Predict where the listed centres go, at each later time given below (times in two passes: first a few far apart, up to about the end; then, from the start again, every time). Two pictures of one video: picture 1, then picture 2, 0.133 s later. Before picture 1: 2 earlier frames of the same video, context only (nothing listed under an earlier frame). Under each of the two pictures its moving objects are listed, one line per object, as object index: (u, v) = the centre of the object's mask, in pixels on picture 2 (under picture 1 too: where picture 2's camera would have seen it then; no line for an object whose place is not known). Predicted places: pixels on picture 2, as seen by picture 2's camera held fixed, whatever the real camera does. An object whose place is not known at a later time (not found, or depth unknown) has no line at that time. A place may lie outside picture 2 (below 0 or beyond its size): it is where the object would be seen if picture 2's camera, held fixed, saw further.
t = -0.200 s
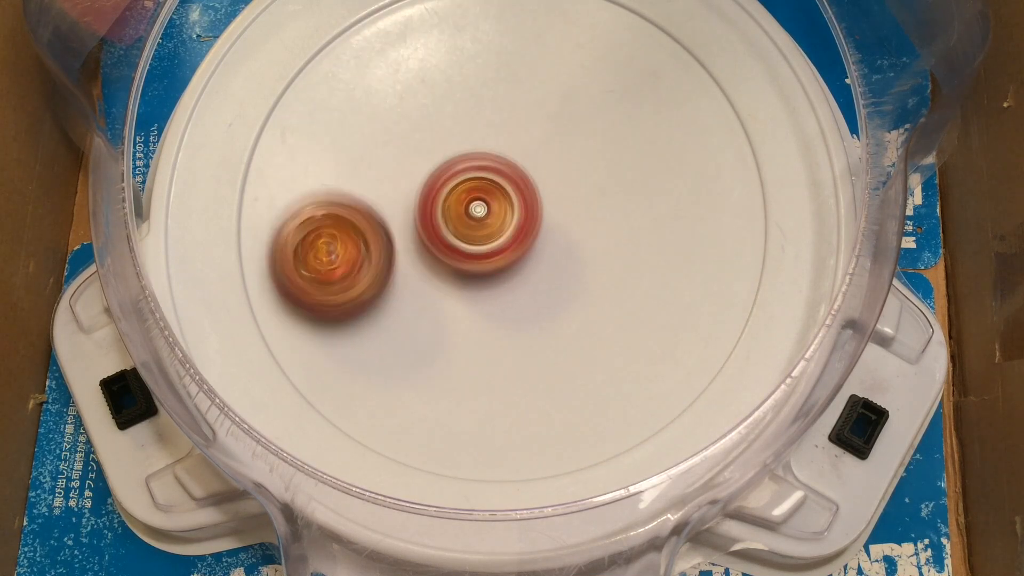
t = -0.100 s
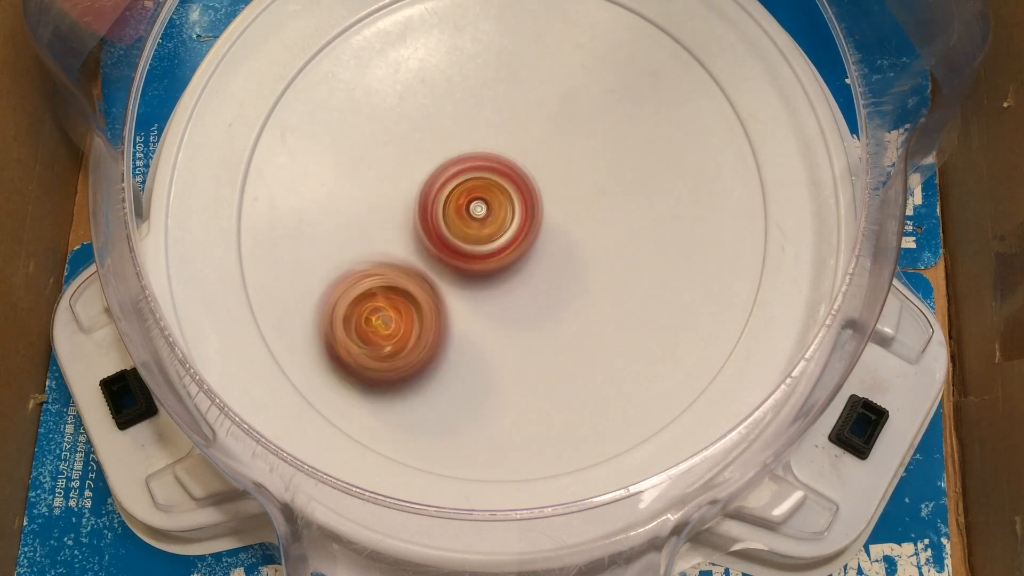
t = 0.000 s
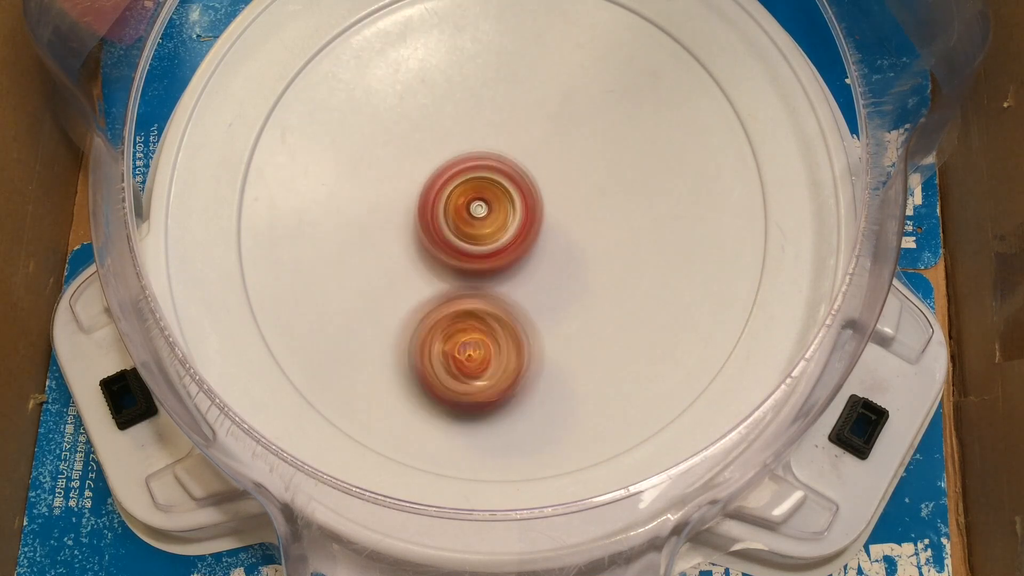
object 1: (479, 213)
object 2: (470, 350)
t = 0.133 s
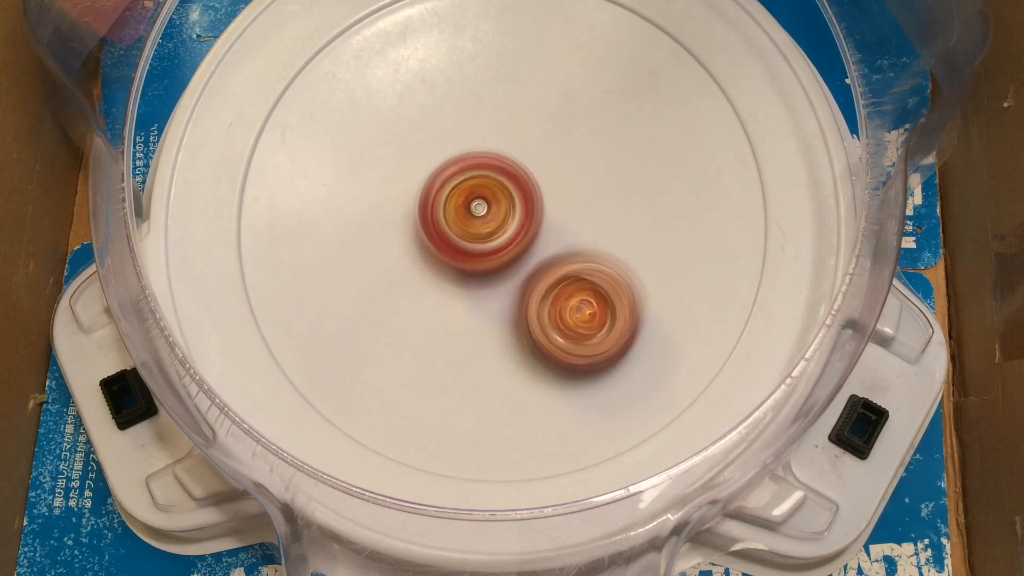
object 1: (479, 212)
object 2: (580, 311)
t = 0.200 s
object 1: (480, 211)
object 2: (616, 270)
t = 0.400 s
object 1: (478, 211)
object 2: (618, 129)
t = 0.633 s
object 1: (478, 209)
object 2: (467, 68)
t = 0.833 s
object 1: (493, 229)
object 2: (338, 155)
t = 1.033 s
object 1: (496, 241)
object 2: (341, 285)
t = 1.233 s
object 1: (599, 216)
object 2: (359, 355)
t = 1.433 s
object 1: (625, 204)
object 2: (394, 354)
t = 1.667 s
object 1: (579, 207)
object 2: (453, 237)
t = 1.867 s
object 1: (570, 204)
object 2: (437, 139)
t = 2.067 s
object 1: (544, 195)
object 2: (433, 83)
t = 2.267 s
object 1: (532, 205)
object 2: (441, 81)
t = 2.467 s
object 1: (532, 233)
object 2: (454, 116)
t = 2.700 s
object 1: (540, 338)
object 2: (520, 100)
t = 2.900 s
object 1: (545, 344)
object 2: (550, 104)
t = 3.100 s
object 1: (530, 293)
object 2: (547, 162)
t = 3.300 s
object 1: (378, 279)
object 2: (602, 153)
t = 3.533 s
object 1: (351, 249)
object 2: (599, 170)
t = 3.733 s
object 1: (418, 216)
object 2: (541, 209)
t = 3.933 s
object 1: (445, 161)
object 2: (542, 250)
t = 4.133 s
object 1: (475, 163)
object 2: (513, 283)
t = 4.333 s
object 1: (486, 159)
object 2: (481, 289)
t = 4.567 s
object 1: (494, 159)
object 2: (429, 265)
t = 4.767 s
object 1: (505, 168)
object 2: (413, 246)
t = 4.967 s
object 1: (516, 161)
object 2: (445, 244)
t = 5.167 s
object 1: (515, 164)
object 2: (452, 247)
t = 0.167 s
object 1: (480, 212)
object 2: (599, 292)
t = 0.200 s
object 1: (480, 211)
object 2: (616, 270)
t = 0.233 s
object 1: (479, 211)
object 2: (628, 245)
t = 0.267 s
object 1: (479, 211)
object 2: (634, 220)
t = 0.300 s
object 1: (478, 210)
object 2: (636, 197)
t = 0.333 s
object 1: (478, 210)
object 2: (635, 174)
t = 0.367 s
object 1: (478, 211)
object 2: (629, 150)
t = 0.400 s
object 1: (478, 211)
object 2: (618, 129)
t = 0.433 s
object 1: (478, 211)
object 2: (604, 110)
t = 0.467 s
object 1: (478, 211)
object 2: (586, 92)
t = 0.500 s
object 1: (478, 211)
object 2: (565, 78)
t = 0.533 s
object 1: (478, 210)
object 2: (543, 69)
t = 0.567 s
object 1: (479, 209)
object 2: (520, 64)
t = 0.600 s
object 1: (479, 209)
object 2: (493, 63)
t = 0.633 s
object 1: (478, 209)
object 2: (467, 68)
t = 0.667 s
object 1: (478, 209)
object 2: (440, 78)
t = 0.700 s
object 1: (478, 209)
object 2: (418, 91)
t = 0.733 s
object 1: (478, 210)
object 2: (396, 109)
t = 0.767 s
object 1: (480, 213)
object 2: (378, 129)
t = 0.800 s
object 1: (487, 222)
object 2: (357, 141)
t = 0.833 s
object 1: (493, 229)
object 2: (338, 155)
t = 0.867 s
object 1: (497, 234)
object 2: (323, 175)
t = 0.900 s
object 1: (498, 238)
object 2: (315, 196)
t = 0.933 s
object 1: (498, 239)
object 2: (312, 219)
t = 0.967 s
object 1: (497, 240)
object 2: (315, 244)
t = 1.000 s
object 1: (496, 241)
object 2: (326, 267)
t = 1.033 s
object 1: (496, 241)
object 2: (341, 285)
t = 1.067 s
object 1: (496, 240)
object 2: (359, 303)
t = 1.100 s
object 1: (496, 239)
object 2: (385, 319)
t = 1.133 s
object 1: (509, 236)
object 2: (388, 330)
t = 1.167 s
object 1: (544, 227)
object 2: (373, 344)
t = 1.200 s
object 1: (572, 223)
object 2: (361, 353)
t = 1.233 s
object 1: (599, 216)
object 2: (359, 355)
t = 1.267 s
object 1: (618, 208)
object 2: (359, 358)
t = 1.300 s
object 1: (628, 206)
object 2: (362, 362)
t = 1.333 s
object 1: (633, 206)
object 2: (367, 362)
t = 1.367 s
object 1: (634, 205)
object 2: (373, 363)
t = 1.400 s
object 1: (630, 203)
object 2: (385, 360)
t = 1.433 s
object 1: (625, 204)
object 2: (394, 354)
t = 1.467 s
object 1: (620, 204)
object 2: (406, 343)
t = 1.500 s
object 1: (615, 203)
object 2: (416, 327)
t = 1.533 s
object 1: (607, 204)
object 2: (428, 311)
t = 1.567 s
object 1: (600, 206)
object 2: (437, 292)
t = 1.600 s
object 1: (594, 205)
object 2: (443, 275)
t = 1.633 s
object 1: (586, 206)
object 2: (450, 255)
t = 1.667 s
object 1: (579, 207)
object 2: (453, 237)
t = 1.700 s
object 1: (581, 206)
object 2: (449, 218)
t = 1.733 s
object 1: (581, 205)
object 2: (443, 199)
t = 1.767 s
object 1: (578, 206)
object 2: (442, 182)
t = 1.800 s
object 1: (577, 206)
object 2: (439, 165)
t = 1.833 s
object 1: (574, 204)
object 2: (439, 152)
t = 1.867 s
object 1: (570, 204)
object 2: (437, 139)
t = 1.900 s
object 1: (568, 204)
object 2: (436, 129)
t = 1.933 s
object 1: (565, 202)
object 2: (436, 117)
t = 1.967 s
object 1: (559, 201)
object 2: (432, 108)
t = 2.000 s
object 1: (555, 200)
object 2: (433, 98)
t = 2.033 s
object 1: (550, 198)
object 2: (431, 89)
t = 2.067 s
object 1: (544, 195)
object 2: (433, 83)
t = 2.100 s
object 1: (538, 195)
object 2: (434, 77)
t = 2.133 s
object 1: (535, 192)
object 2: (436, 77)
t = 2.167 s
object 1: (529, 189)
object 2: (439, 78)
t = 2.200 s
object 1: (525, 187)
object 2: (442, 85)
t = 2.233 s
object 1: (527, 192)
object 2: (445, 85)
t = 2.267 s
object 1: (532, 205)
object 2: (441, 81)
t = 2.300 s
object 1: (534, 216)
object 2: (441, 79)
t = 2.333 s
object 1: (537, 226)
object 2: (439, 82)
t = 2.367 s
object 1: (536, 231)
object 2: (441, 87)
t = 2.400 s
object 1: (533, 235)
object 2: (443, 96)
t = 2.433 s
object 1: (533, 236)
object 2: (450, 105)
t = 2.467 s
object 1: (532, 233)
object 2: (454, 116)
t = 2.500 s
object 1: (531, 236)
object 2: (464, 128)
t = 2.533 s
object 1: (533, 243)
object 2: (472, 133)
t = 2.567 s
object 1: (529, 256)
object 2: (482, 135)
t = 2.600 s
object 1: (533, 285)
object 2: (492, 124)
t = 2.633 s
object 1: (536, 304)
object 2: (504, 112)
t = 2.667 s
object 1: (539, 324)
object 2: (512, 105)
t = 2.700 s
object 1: (540, 338)
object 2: (520, 100)
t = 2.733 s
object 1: (541, 350)
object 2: (529, 96)
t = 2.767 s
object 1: (544, 353)
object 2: (533, 94)
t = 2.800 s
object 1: (544, 357)
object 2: (539, 94)
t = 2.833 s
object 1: (545, 354)
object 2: (542, 96)
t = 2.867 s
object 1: (543, 352)
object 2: (546, 98)
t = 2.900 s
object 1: (545, 344)
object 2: (550, 104)
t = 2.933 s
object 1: (543, 339)
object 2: (550, 106)
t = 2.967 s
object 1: (545, 329)
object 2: (551, 113)
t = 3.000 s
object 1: (542, 322)
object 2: (549, 121)
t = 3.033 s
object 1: (542, 312)
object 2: (548, 133)
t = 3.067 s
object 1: (535, 304)
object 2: (548, 149)
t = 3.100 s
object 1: (530, 293)
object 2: (547, 162)
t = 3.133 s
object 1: (519, 286)
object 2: (548, 169)
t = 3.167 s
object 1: (493, 286)
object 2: (564, 168)
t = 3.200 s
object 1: (466, 288)
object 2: (577, 162)
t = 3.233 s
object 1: (433, 284)
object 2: (590, 156)
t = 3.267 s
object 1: (401, 281)
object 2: (600, 154)
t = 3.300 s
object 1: (378, 279)
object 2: (602, 153)
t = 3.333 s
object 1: (354, 273)
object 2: (606, 151)
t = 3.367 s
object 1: (344, 269)
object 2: (609, 152)
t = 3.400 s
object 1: (334, 261)
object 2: (611, 153)
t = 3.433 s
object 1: (329, 257)
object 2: (612, 155)
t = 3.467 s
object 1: (334, 251)
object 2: (609, 159)
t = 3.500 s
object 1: (340, 249)
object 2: (606, 166)
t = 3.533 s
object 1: (351, 249)
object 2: (599, 170)
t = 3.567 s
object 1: (356, 245)
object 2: (590, 179)
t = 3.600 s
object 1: (369, 242)
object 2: (582, 188)
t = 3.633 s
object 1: (378, 238)
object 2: (571, 194)
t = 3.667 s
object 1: (389, 232)
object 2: (561, 202)
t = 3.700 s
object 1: (402, 223)
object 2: (552, 205)
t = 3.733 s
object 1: (418, 216)
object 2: (541, 209)
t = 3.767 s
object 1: (421, 203)
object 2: (549, 219)
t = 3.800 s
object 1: (424, 191)
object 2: (551, 224)
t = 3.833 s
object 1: (425, 178)
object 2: (552, 232)
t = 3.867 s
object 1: (431, 166)
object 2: (550, 239)
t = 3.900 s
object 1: (440, 162)
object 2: (545, 246)
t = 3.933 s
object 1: (445, 161)
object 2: (542, 250)
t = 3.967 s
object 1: (450, 160)
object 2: (540, 252)
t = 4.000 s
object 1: (453, 163)
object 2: (537, 258)
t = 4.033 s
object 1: (458, 164)
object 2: (529, 263)
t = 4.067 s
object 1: (462, 164)
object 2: (523, 269)
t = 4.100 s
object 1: (468, 165)
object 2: (519, 271)
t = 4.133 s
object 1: (475, 163)
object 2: (513, 283)
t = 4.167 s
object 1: (481, 156)
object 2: (503, 292)
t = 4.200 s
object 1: (487, 150)
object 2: (495, 294)
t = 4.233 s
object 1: (491, 148)
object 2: (489, 293)
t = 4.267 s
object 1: (489, 151)
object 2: (487, 295)
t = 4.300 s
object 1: (487, 154)
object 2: (482, 293)
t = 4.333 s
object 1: (486, 159)
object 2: (481, 289)
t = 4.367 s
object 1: (485, 165)
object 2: (481, 287)
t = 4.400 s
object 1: (485, 165)
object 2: (478, 283)
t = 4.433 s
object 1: (485, 163)
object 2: (470, 281)
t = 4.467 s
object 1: (489, 160)
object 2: (458, 277)
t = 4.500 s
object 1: (489, 161)
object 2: (452, 270)
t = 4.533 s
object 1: (489, 160)
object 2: (440, 269)
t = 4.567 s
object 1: (494, 159)
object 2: (429, 265)
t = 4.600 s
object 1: (496, 161)
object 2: (421, 261)
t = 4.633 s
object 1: (497, 165)
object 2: (417, 253)
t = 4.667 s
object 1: (499, 167)
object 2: (413, 249)
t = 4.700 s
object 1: (500, 168)
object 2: (413, 247)
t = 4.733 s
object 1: (502, 168)
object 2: (414, 246)
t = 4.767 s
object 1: (505, 168)
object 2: (413, 246)
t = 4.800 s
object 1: (507, 169)
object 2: (414, 247)
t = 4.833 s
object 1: (508, 169)
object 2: (418, 248)
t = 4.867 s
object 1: (508, 168)
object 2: (426, 249)
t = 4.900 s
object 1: (509, 167)
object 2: (434, 247)
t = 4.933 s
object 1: (512, 164)
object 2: (441, 245)
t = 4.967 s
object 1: (516, 161)
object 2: (445, 244)
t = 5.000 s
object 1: (517, 159)
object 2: (449, 245)
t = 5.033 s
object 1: (518, 159)
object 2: (451, 245)
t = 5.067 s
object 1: (517, 160)
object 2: (452, 246)
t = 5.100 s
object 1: (516, 161)
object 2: (452, 246)
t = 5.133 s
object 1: (515, 163)
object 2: (451, 246)
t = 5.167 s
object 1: (515, 164)
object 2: (452, 247)
